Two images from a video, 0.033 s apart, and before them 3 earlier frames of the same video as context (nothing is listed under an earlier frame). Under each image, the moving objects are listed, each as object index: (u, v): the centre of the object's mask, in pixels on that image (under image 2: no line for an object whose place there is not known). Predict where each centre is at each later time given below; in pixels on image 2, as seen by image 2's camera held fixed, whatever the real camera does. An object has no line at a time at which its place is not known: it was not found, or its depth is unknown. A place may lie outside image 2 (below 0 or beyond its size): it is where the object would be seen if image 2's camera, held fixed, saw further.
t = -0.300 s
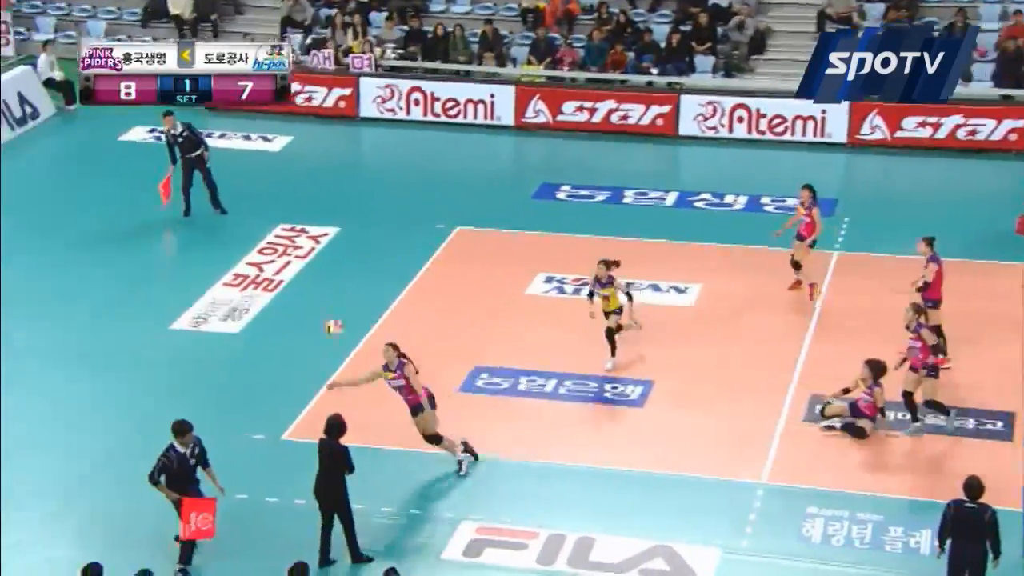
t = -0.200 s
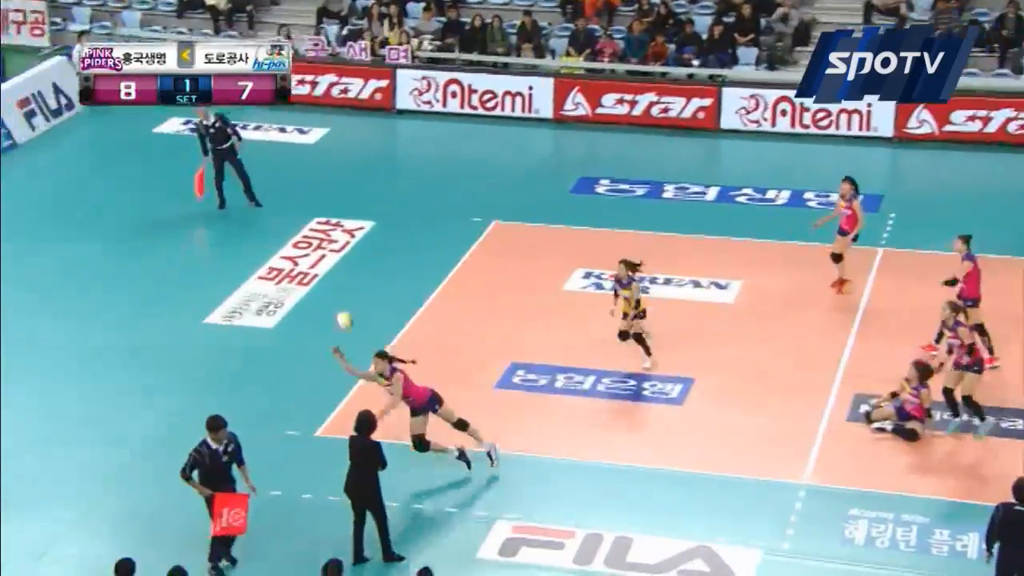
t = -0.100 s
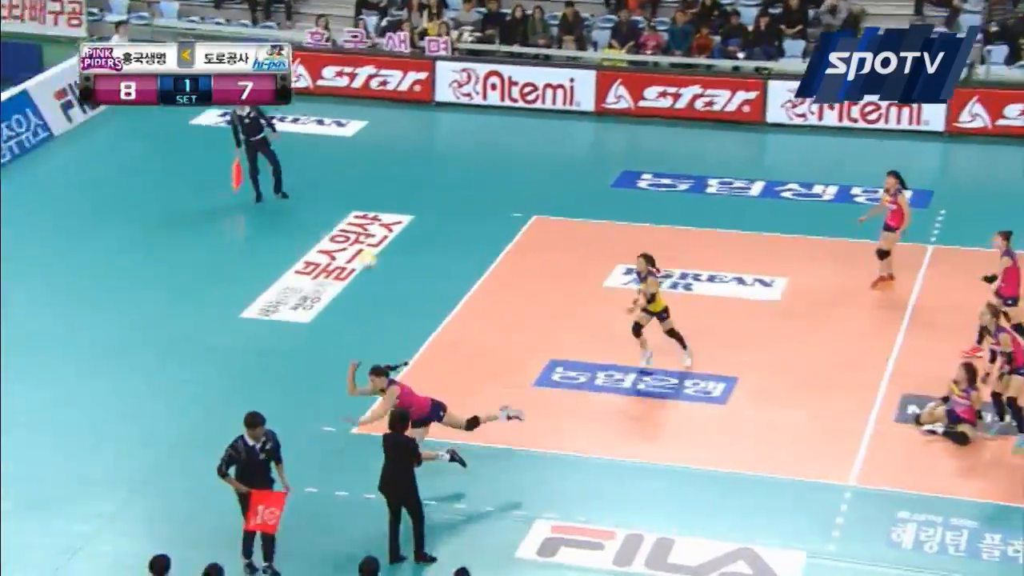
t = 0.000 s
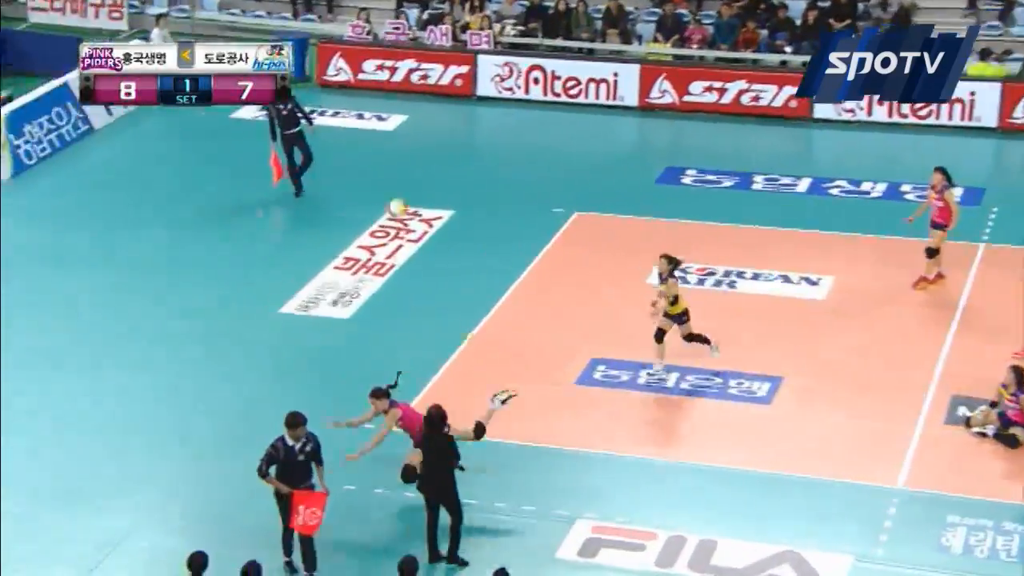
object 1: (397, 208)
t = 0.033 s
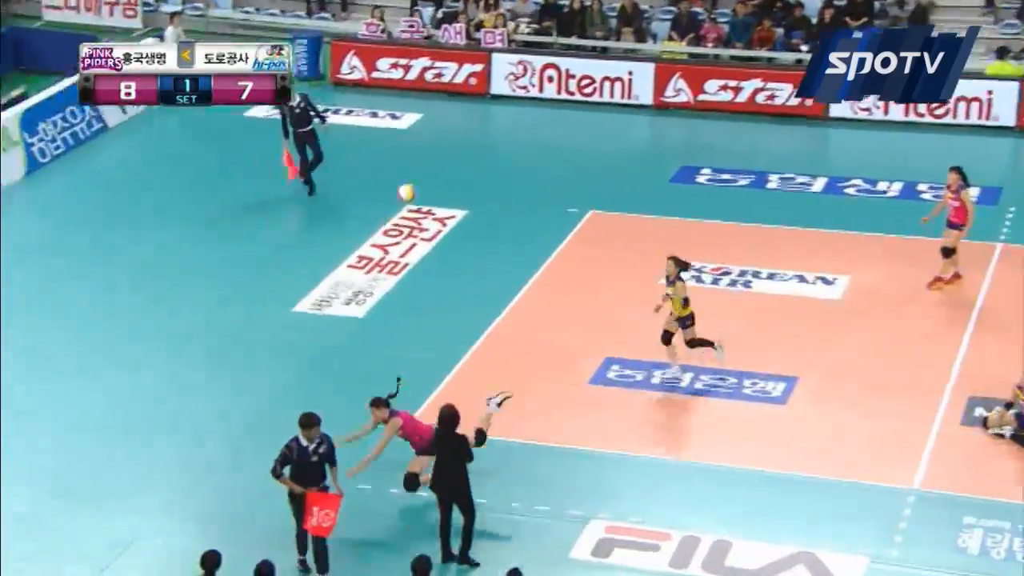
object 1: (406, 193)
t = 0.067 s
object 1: (402, 179)
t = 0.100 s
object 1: (398, 167)
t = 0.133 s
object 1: (395, 157)
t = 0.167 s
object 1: (391, 147)
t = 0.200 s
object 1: (388, 137)
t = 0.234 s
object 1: (384, 129)
